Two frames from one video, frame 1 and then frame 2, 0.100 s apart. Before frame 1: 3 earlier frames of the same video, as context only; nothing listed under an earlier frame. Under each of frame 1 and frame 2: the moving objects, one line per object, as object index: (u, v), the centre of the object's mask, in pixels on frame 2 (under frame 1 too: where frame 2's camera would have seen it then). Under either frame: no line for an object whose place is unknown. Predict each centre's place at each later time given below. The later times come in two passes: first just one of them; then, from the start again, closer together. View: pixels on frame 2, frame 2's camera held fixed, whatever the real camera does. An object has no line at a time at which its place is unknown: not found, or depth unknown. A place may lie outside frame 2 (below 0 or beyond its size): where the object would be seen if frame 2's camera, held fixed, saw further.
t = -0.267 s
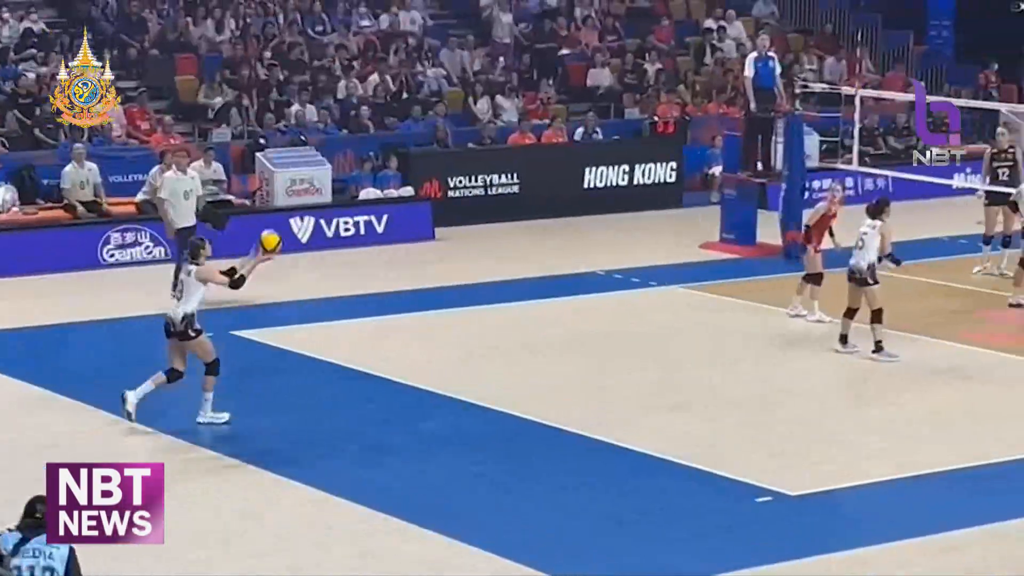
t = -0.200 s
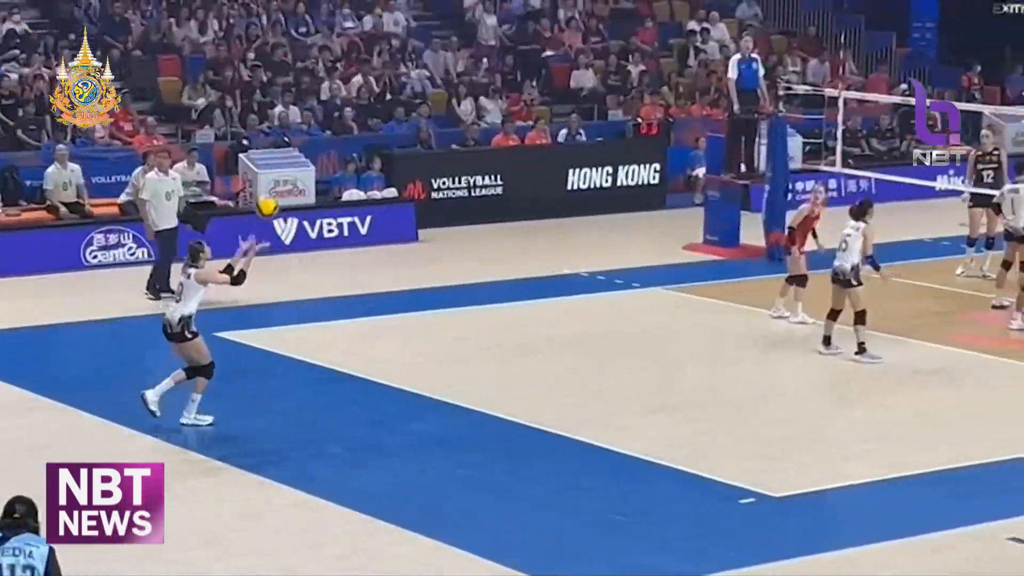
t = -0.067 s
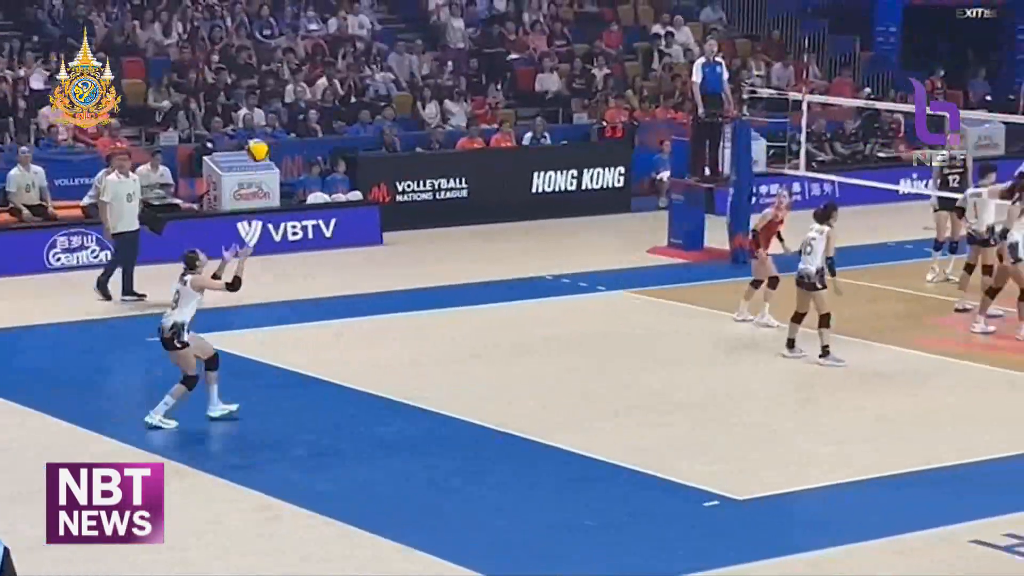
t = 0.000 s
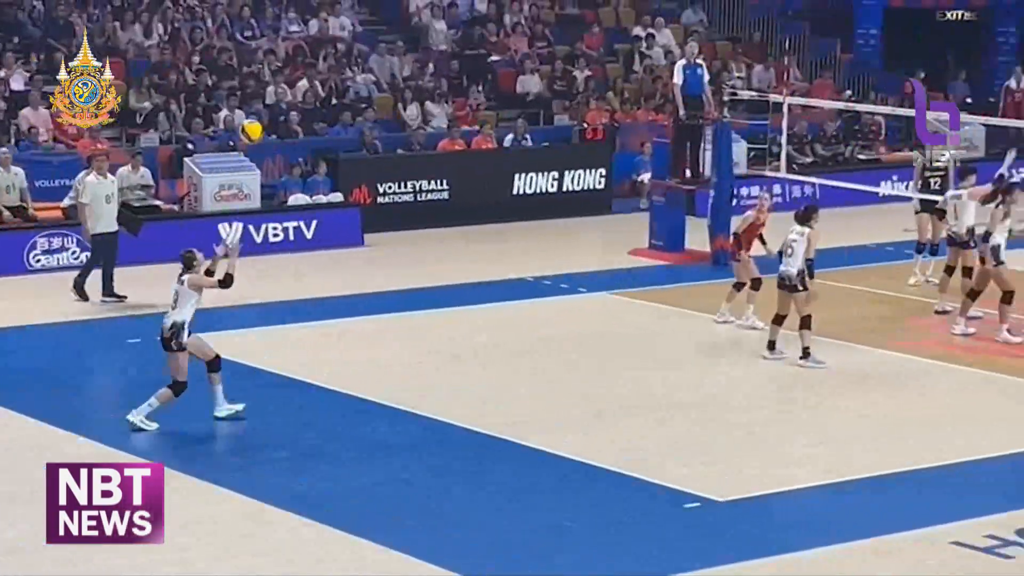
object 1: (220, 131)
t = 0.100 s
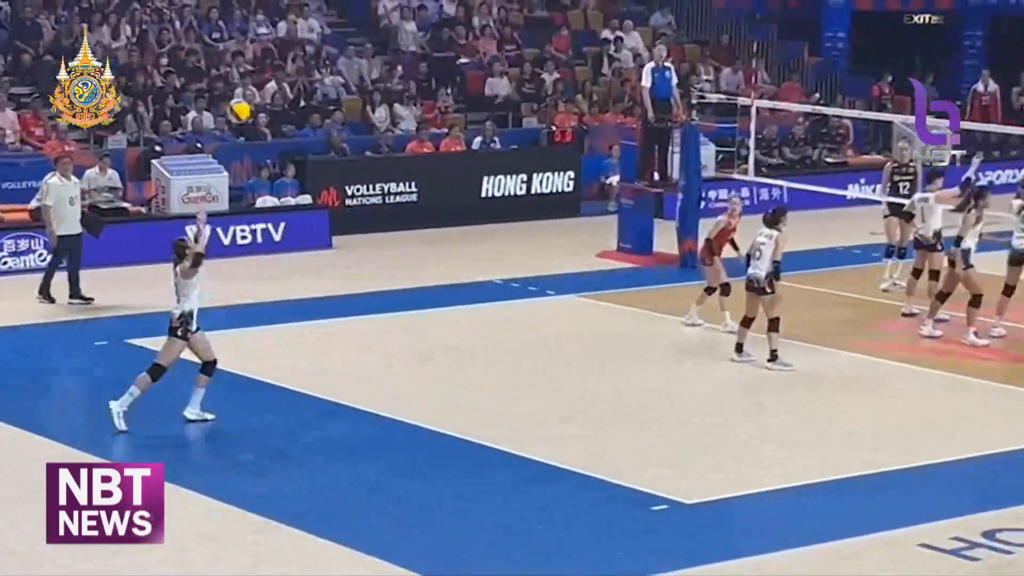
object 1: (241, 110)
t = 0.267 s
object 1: (275, 97)
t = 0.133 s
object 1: (248, 104)
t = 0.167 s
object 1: (255, 101)
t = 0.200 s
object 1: (261, 98)
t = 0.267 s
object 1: (275, 97)
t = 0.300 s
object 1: (281, 98)
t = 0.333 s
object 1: (287, 100)
